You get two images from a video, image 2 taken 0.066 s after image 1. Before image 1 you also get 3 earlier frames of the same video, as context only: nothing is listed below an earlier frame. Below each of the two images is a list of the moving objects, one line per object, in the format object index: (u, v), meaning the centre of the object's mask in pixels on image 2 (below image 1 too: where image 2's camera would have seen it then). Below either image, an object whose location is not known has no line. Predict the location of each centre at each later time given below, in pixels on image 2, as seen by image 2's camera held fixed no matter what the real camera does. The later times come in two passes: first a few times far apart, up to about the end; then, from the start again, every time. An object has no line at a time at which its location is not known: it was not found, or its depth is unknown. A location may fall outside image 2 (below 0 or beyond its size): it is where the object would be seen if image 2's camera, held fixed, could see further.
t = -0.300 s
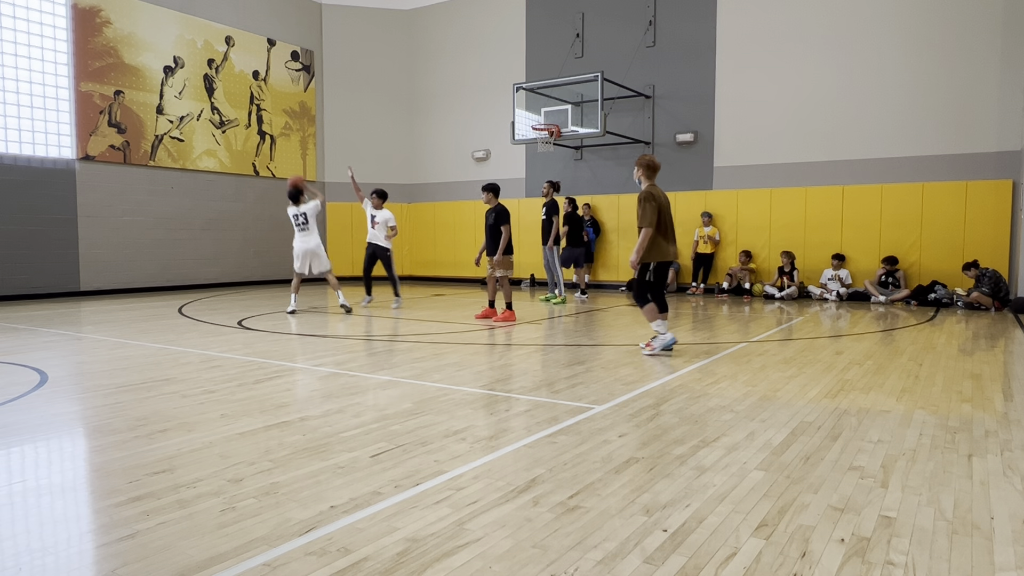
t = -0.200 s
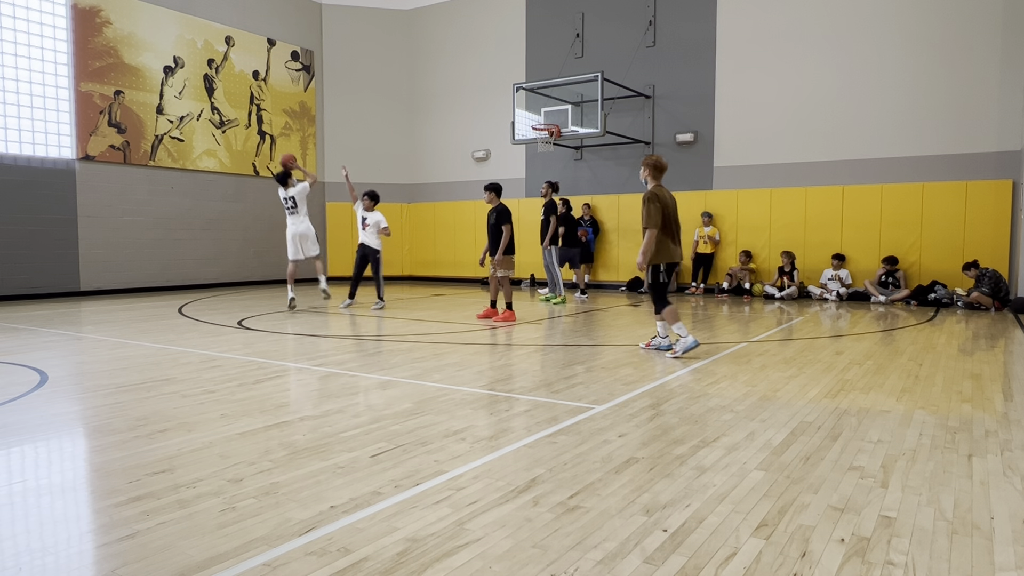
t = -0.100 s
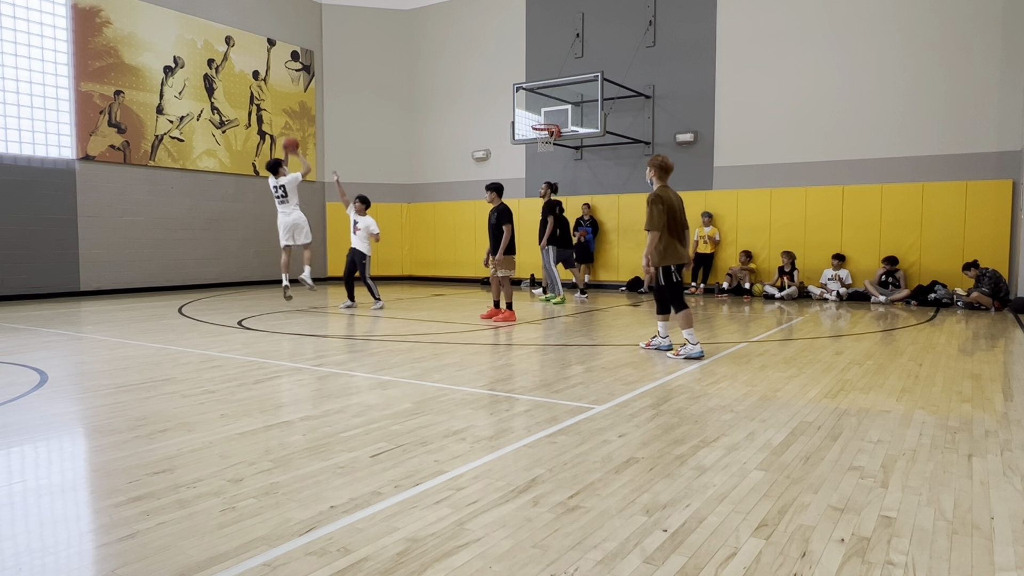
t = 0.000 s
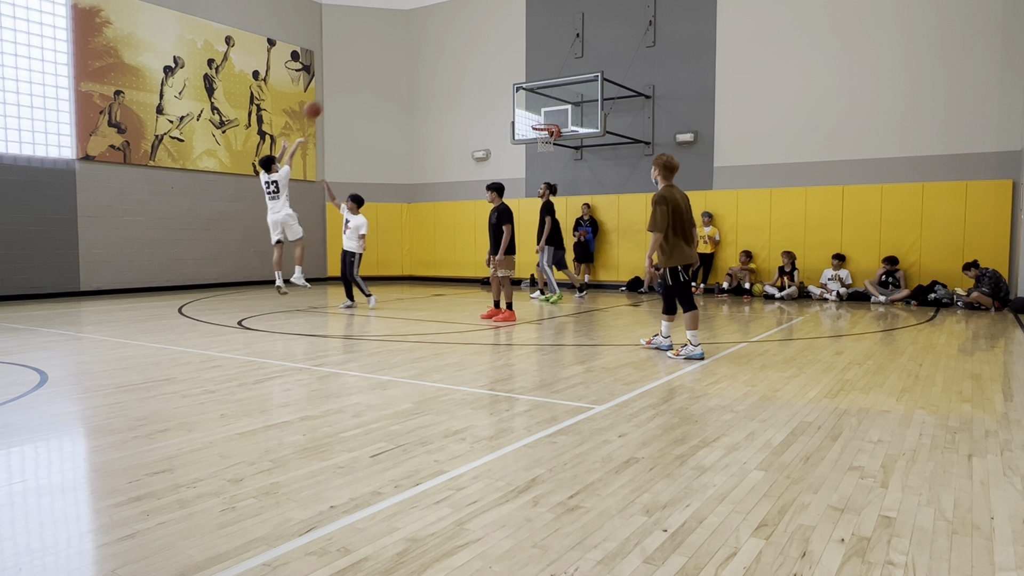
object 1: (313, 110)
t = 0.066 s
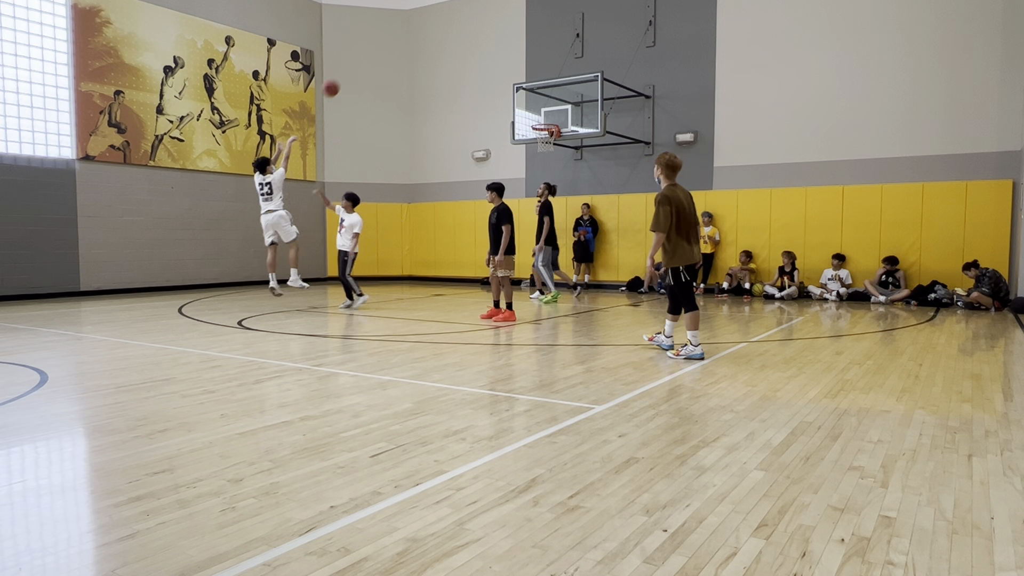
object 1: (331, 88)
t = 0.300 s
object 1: (389, 42)
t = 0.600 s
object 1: (455, 38)
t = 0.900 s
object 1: (512, 86)
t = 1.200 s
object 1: (545, 95)
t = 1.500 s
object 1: (540, 81)
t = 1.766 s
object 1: (536, 111)
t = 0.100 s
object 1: (340, 79)
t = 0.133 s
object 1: (348, 71)
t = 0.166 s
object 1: (357, 63)
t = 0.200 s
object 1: (365, 57)
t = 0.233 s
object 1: (373, 51)
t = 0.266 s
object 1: (381, 46)
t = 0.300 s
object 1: (389, 42)
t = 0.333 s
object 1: (397, 39)
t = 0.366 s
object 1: (405, 36)
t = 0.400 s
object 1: (413, 34)
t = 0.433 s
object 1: (420, 33)
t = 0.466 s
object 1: (427, 33)
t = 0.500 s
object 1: (434, 33)
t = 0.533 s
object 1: (441, 34)
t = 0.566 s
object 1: (448, 36)
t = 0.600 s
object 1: (455, 38)
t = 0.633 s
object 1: (462, 41)
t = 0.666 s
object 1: (468, 44)
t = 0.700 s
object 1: (475, 49)
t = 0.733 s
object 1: (481, 54)
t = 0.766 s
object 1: (488, 59)
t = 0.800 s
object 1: (494, 65)
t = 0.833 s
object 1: (500, 71)
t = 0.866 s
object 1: (506, 78)
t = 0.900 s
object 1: (512, 86)
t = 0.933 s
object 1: (518, 94)
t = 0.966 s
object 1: (524, 102)
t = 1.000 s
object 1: (529, 111)
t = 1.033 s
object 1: (534, 120)
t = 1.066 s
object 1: (537, 116)
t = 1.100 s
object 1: (539, 110)
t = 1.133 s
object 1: (541, 105)
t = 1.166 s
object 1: (543, 100)
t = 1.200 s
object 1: (545, 95)
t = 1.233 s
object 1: (544, 91)
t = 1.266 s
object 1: (544, 88)
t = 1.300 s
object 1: (543, 85)
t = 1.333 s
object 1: (543, 83)
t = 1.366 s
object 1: (542, 82)
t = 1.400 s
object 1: (542, 81)
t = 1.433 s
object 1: (541, 81)
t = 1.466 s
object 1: (541, 81)
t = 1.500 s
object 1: (540, 81)
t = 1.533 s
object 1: (540, 82)
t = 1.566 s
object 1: (539, 85)
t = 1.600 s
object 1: (539, 87)
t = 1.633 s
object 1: (538, 91)
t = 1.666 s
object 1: (537, 95)
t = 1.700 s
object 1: (537, 100)
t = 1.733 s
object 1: (537, 105)
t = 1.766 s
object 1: (536, 111)
